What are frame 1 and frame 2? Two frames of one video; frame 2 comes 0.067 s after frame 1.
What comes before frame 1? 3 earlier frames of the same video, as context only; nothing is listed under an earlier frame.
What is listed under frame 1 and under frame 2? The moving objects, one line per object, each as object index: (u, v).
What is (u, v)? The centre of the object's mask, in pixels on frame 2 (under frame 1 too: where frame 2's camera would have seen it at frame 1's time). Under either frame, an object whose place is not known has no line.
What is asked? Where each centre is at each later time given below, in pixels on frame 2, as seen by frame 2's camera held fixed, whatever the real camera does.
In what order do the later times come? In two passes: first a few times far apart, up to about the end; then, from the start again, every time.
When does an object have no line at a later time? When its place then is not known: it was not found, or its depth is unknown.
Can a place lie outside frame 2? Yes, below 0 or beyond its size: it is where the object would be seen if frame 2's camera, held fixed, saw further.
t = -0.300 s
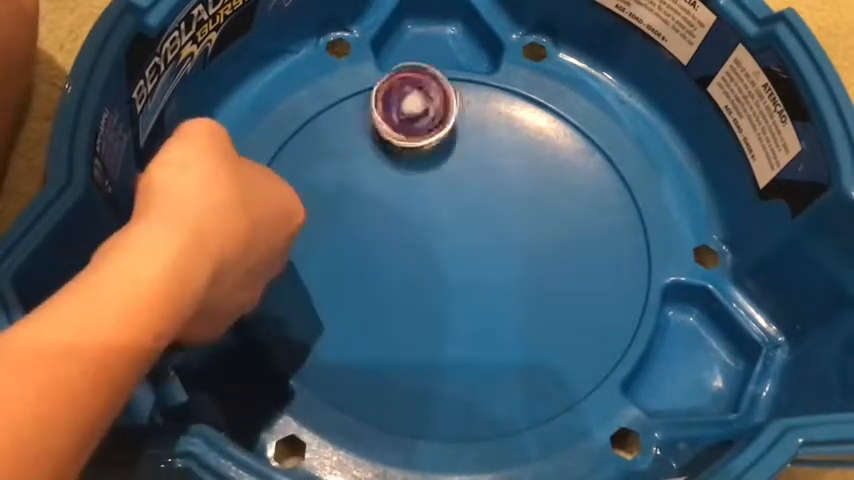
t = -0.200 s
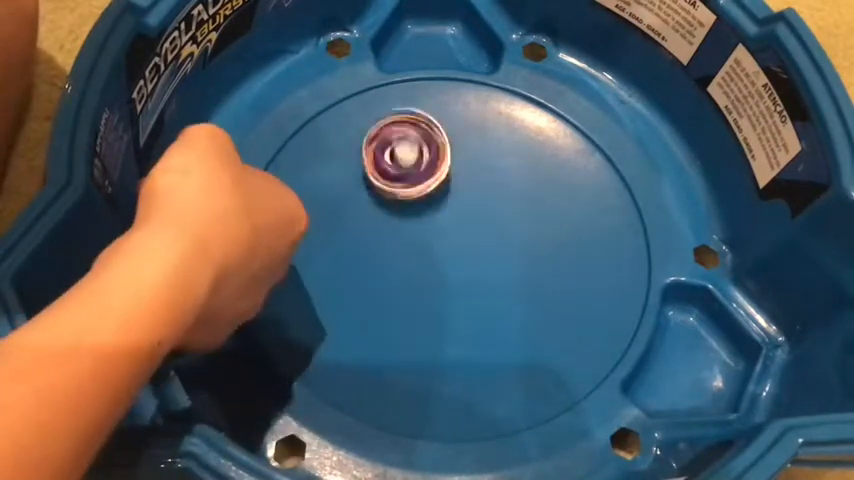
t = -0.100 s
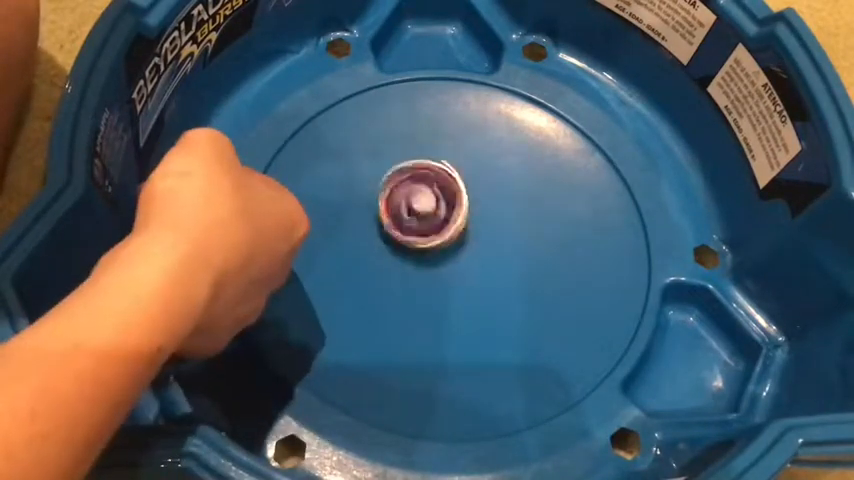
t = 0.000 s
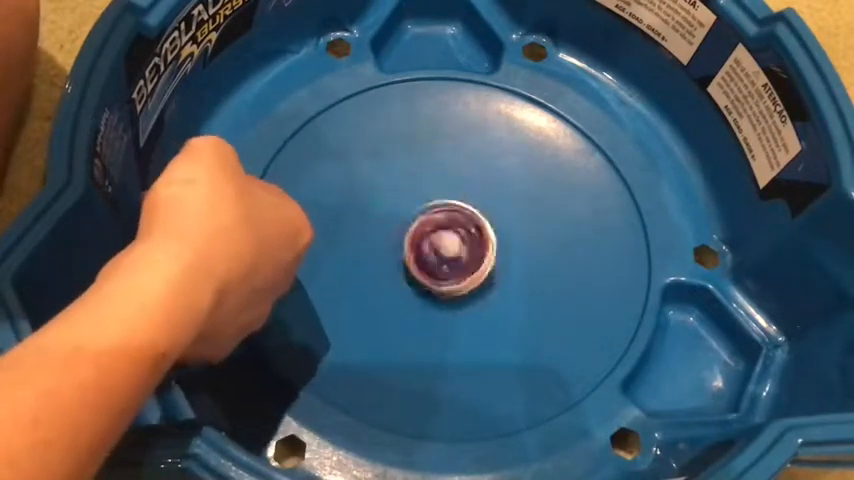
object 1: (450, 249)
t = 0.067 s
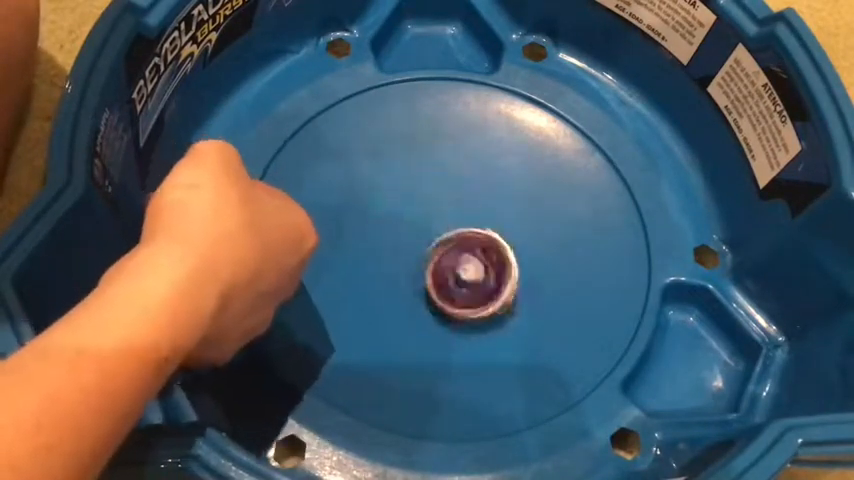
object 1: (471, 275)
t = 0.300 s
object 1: (572, 334)
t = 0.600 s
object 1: (533, 253)
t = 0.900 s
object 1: (383, 236)
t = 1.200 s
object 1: (320, 296)
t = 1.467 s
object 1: (437, 253)
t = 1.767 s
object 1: (505, 152)
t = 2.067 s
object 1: (462, 151)
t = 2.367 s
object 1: (493, 271)
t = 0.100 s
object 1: (483, 286)
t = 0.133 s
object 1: (496, 297)
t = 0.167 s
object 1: (510, 307)
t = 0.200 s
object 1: (524, 316)
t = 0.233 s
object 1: (538, 325)
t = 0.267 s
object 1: (555, 332)
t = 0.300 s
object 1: (572, 334)
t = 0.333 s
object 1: (588, 330)
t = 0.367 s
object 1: (599, 323)
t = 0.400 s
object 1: (607, 311)
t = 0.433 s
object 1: (606, 295)
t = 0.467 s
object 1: (597, 283)
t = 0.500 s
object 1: (583, 271)
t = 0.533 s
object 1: (568, 264)
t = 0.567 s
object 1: (550, 257)
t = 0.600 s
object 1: (533, 253)
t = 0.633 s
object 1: (517, 249)
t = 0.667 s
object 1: (499, 245)
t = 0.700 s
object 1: (481, 243)
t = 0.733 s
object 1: (464, 241)
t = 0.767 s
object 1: (448, 239)
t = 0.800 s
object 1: (430, 238)
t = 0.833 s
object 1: (415, 238)
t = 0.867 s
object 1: (399, 236)
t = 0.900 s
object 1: (383, 236)
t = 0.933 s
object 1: (367, 237)
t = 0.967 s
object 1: (354, 239)
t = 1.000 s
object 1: (338, 241)
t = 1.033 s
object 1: (323, 246)
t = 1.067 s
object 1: (312, 252)
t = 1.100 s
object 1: (303, 262)
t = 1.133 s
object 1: (300, 274)
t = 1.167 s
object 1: (306, 287)
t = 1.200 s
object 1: (320, 296)
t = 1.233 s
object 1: (337, 299)
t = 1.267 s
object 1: (353, 299)
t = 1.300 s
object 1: (371, 294)
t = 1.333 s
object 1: (385, 289)
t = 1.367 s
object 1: (401, 281)
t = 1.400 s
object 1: (414, 272)
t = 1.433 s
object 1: (425, 262)
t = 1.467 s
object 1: (437, 253)
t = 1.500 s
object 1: (447, 243)
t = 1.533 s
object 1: (458, 232)
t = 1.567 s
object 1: (467, 222)
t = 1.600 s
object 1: (475, 209)
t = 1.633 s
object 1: (483, 199)
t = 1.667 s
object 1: (490, 188)
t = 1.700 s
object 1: (496, 176)
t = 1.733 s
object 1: (502, 163)
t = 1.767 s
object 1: (505, 152)
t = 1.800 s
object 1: (507, 139)
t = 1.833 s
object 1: (506, 128)
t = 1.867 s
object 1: (499, 119)
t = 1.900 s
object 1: (493, 115)
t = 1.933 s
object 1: (485, 115)
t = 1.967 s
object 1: (478, 118)
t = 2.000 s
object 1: (471, 126)
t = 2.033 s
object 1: (465, 136)
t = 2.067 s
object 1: (462, 151)
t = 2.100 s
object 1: (461, 165)
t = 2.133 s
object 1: (462, 180)
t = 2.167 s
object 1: (464, 193)
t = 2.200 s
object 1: (467, 207)
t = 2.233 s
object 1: (471, 220)
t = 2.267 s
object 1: (476, 234)
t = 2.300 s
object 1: (481, 246)
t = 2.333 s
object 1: (487, 259)
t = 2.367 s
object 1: (493, 271)
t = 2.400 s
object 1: (501, 284)
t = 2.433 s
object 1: (508, 295)
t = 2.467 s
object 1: (517, 305)
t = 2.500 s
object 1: (526, 316)
